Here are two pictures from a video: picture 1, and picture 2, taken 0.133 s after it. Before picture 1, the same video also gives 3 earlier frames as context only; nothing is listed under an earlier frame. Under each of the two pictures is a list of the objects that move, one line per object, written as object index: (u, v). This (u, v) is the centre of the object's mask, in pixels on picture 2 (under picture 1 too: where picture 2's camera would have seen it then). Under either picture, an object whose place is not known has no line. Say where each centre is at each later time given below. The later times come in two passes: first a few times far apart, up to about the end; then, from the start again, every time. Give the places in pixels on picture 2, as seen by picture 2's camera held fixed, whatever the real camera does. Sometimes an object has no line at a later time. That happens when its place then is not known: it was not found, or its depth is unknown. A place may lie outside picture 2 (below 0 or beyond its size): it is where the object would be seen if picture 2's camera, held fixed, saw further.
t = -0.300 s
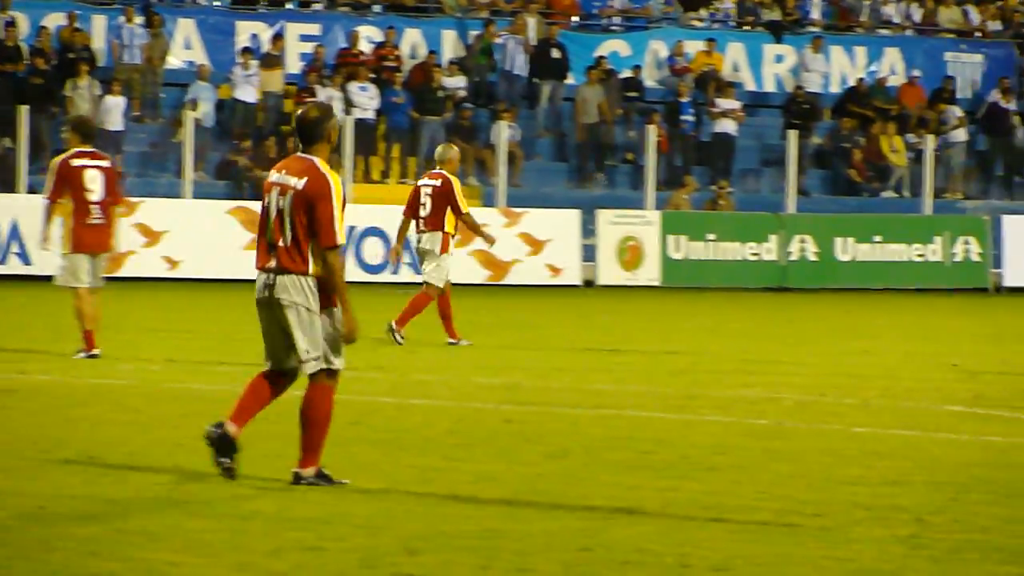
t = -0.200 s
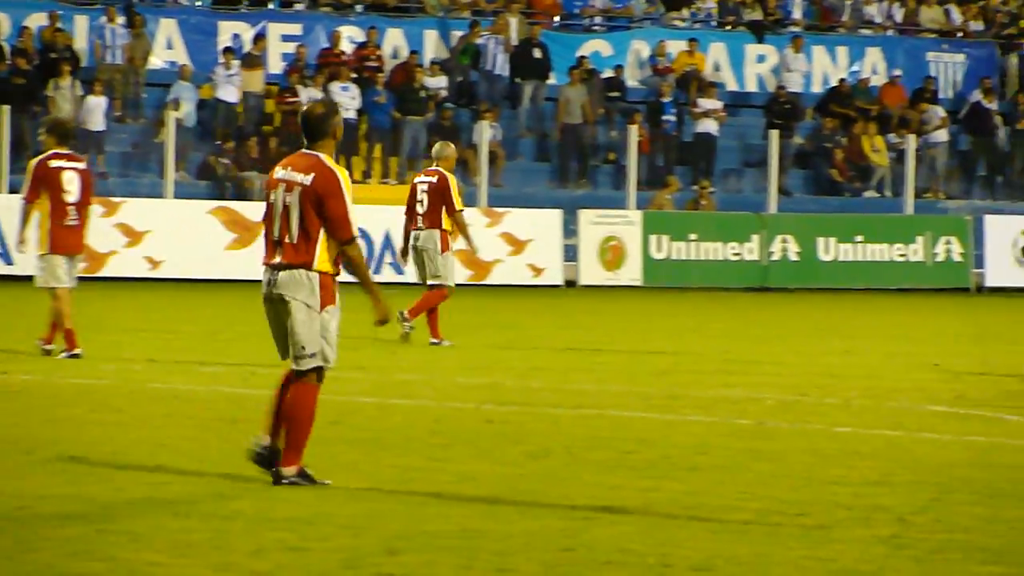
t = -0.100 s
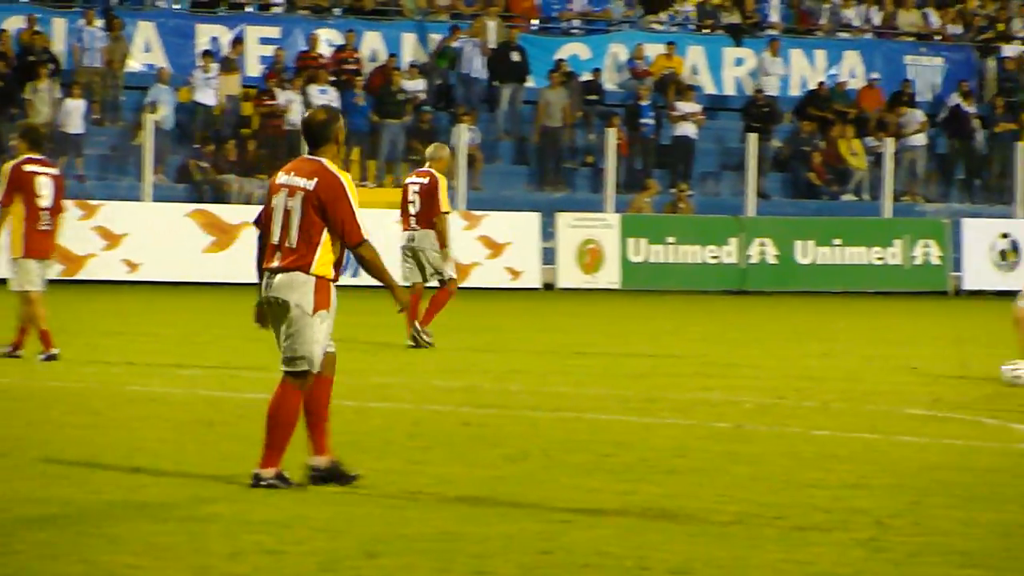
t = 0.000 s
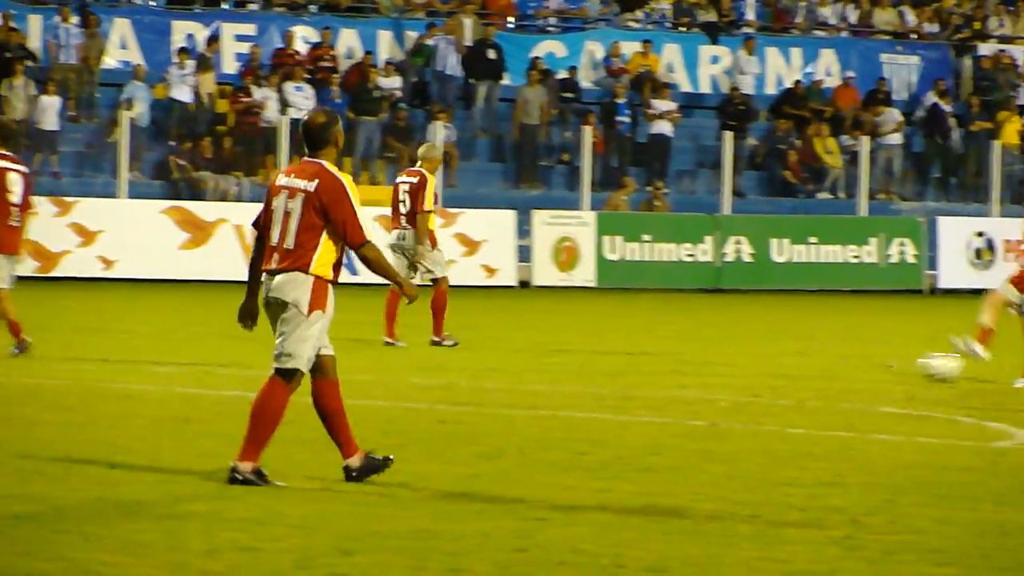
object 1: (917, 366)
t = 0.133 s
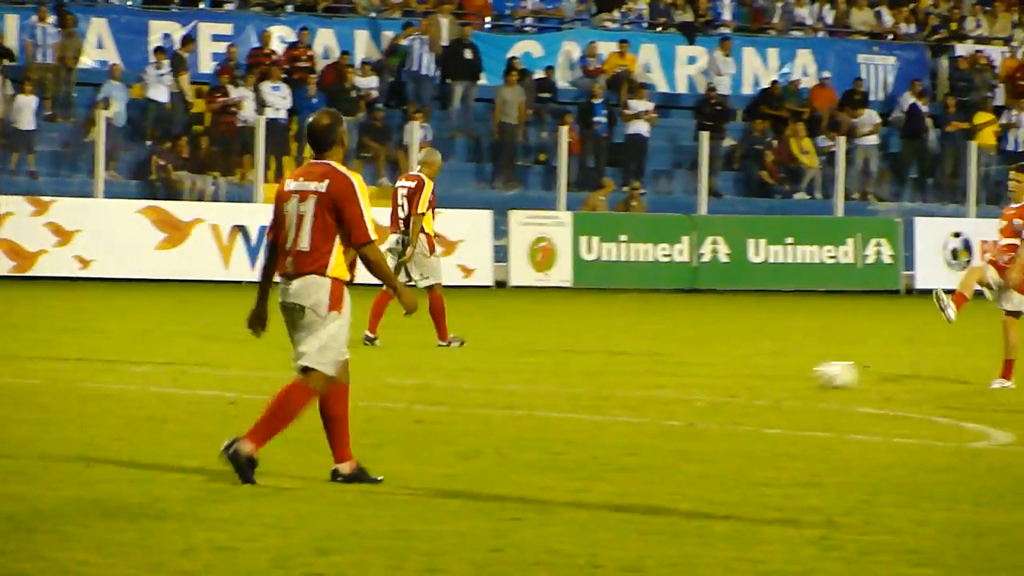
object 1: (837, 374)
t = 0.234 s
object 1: (779, 375)
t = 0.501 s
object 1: (635, 378)
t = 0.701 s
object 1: (544, 379)
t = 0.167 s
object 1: (817, 374)
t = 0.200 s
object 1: (798, 374)
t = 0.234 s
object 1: (779, 375)
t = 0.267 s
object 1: (761, 377)
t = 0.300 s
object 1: (740, 378)
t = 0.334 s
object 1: (722, 379)
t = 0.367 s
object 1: (704, 377)
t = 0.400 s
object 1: (688, 377)
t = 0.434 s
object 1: (671, 377)
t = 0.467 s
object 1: (652, 378)
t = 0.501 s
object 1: (635, 378)
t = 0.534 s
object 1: (620, 376)
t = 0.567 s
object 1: (605, 375)
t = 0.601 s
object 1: (589, 375)
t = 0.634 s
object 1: (575, 375)
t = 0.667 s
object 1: (559, 377)
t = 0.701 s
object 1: (544, 379)
